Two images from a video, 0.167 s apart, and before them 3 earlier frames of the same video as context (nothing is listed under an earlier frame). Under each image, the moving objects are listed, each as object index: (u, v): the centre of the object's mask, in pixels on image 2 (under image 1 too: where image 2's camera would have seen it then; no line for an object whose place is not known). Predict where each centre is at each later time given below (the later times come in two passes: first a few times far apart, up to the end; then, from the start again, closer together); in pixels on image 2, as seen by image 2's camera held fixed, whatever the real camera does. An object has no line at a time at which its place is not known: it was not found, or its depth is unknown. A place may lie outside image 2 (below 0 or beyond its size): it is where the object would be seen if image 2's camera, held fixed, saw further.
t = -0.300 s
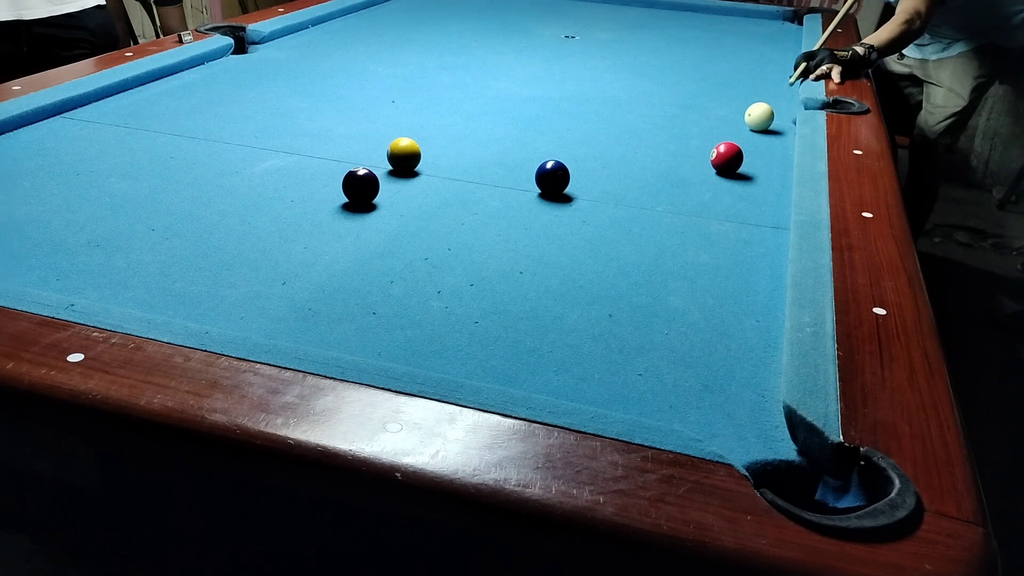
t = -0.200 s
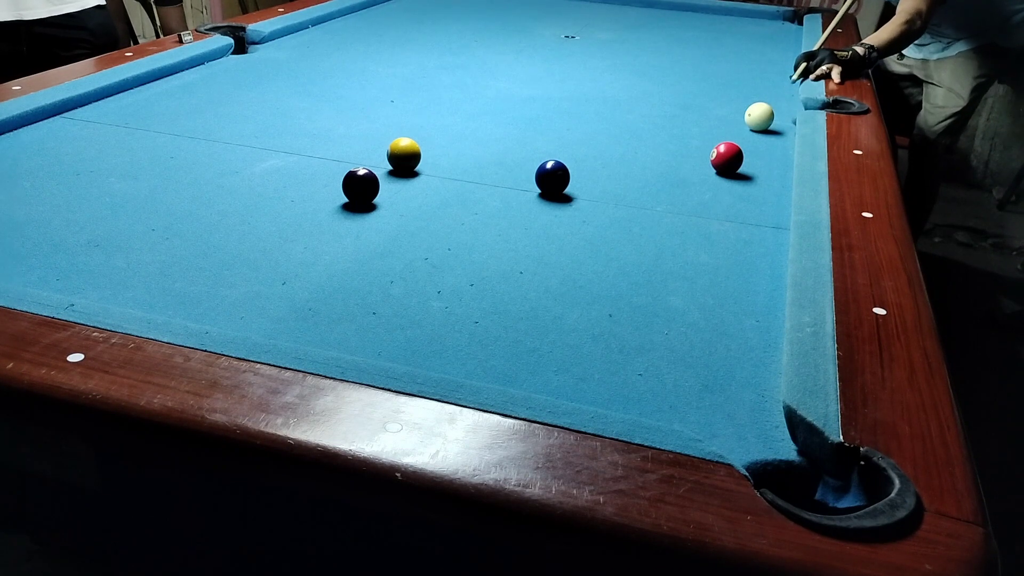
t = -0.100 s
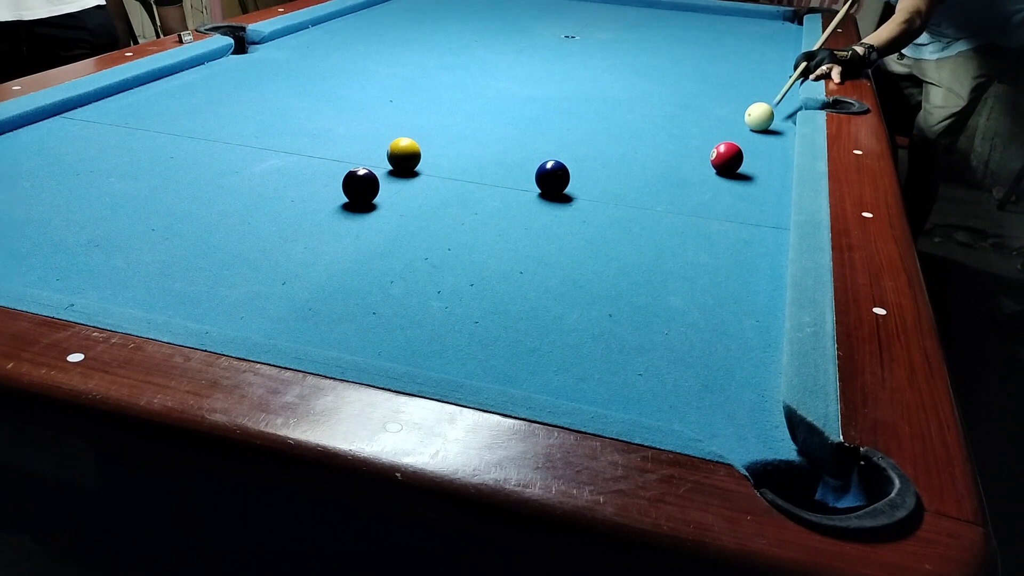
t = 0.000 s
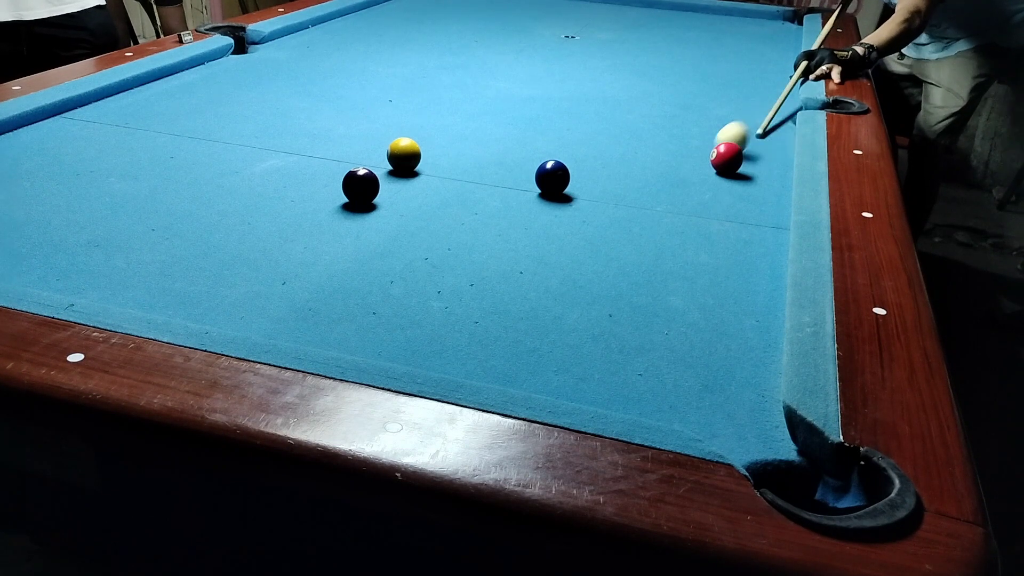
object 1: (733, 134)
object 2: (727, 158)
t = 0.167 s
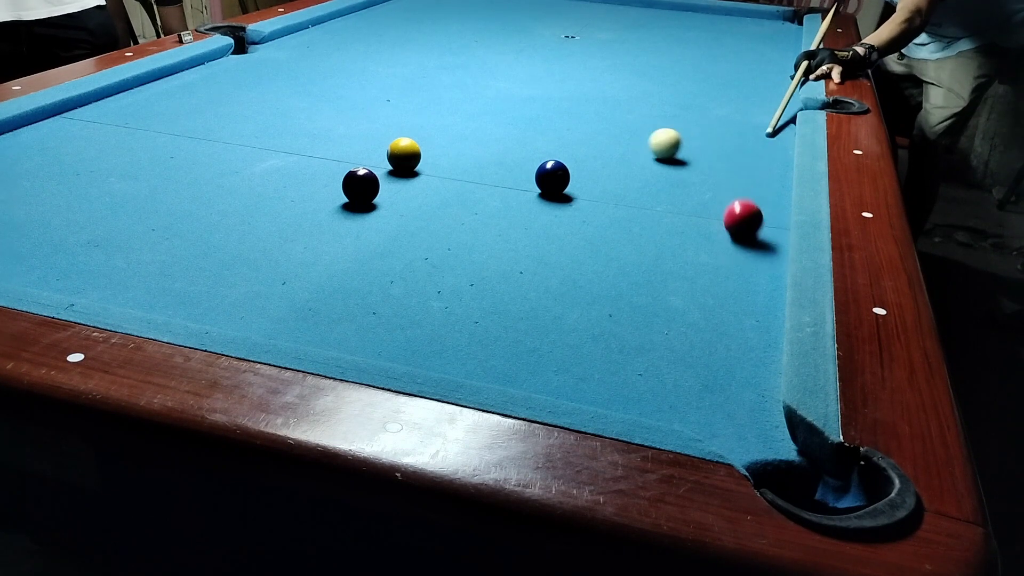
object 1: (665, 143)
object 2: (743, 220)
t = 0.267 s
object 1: (635, 140)
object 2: (755, 269)
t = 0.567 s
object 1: (554, 132)
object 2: (739, 434)
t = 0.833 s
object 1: (490, 125)
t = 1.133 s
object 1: (426, 119)
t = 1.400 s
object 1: (375, 114)
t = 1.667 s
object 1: (332, 109)
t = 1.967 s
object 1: (291, 105)
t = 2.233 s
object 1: (259, 102)
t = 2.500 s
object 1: (233, 99)
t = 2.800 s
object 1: (210, 97)
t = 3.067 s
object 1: (195, 96)
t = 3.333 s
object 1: (187, 95)
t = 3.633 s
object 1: (185, 95)
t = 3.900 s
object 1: (186, 95)
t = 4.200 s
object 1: (186, 95)
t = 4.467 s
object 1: (186, 95)
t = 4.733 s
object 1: (186, 95)
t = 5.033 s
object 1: (186, 95)
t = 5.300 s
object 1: (186, 95)
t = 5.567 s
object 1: (186, 95)
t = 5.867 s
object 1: (186, 95)
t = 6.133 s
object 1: (186, 95)
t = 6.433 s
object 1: (186, 95)
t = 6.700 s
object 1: (186, 95)
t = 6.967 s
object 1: (186, 95)
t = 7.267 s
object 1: (186, 95)
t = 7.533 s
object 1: (186, 95)
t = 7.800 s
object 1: (186, 95)
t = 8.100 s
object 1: (186, 95)
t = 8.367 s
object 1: (186, 95)
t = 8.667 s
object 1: (186, 95)
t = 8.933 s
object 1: (186, 95)
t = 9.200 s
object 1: (186, 95)
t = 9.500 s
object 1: (186, 95)
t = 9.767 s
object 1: (186, 95)
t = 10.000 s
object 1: (186, 95)
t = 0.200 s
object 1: (655, 142)
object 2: (747, 236)
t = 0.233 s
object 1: (645, 141)
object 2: (751, 250)
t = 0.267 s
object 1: (635, 140)
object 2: (755, 269)
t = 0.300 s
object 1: (626, 139)
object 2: (760, 287)
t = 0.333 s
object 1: (616, 138)
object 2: (761, 306)
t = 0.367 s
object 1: (607, 137)
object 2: (755, 323)
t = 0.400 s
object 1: (598, 136)
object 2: (749, 341)
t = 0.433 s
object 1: (589, 135)
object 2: (742, 362)
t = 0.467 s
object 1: (580, 134)
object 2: (734, 384)
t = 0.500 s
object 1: (571, 133)
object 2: (726, 407)
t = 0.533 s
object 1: (563, 133)
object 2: (720, 426)
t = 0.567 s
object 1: (554, 132)
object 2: (739, 434)
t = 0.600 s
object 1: (546, 131)
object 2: (768, 434)
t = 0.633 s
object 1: (537, 130)
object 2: (779, 439)
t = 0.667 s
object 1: (529, 129)
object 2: (767, 448)
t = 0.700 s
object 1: (521, 128)
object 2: (765, 456)
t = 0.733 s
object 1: (513, 128)
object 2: (762, 461)
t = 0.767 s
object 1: (505, 127)
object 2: (770, 480)
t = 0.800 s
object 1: (497, 126)
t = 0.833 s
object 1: (490, 125)
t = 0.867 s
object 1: (482, 125)
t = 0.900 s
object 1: (475, 124)
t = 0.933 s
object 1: (467, 123)
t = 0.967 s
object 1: (460, 122)
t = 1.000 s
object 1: (453, 121)
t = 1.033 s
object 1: (446, 121)
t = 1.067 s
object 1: (439, 120)
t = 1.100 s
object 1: (432, 119)
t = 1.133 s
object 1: (426, 119)
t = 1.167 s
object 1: (419, 118)
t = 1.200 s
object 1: (413, 117)
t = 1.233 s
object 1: (406, 117)
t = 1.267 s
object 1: (400, 116)
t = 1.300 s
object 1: (394, 115)
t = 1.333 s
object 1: (387, 115)
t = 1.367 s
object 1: (381, 114)
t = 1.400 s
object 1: (375, 114)
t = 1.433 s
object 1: (370, 113)
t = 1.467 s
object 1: (364, 112)
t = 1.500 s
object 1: (358, 112)
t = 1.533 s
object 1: (353, 112)
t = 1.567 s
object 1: (347, 111)
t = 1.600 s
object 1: (342, 110)
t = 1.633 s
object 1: (337, 110)
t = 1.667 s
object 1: (332, 109)
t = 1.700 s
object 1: (327, 109)
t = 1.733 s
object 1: (322, 108)
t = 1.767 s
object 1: (317, 108)
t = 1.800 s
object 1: (313, 107)
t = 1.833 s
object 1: (308, 107)
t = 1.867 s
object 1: (304, 106)
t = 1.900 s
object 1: (299, 106)
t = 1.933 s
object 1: (295, 105)
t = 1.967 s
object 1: (291, 105)
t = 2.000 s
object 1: (287, 104)
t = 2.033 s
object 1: (282, 104)
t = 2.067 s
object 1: (278, 103)
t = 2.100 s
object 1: (274, 103)
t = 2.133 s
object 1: (270, 102)
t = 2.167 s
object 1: (266, 102)
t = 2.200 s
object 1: (263, 102)
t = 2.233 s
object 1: (259, 102)
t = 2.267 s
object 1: (255, 101)
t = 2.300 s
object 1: (252, 101)
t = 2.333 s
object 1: (249, 101)
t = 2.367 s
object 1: (245, 101)
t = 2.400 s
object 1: (242, 100)
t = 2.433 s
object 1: (239, 100)
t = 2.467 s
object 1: (236, 99)
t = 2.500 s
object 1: (233, 99)
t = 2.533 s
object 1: (231, 99)
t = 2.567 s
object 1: (228, 98)
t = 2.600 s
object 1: (225, 98)
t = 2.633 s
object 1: (222, 98)
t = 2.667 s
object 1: (220, 98)
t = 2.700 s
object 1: (217, 98)
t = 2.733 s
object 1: (215, 97)
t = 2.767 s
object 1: (213, 97)
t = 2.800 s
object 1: (210, 97)
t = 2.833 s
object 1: (208, 97)
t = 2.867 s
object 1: (206, 97)
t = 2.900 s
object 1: (204, 96)
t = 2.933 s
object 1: (202, 96)
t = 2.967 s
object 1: (200, 96)
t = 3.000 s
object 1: (198, 96)
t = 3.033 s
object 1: (197, 96)
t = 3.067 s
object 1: (195, 96)
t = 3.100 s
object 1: (193, 95)
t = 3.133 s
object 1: (193, 95)
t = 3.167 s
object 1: (192, 95)
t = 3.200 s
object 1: (191, 95)
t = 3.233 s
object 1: (190, 95)
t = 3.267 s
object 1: (189, 95)
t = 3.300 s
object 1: (188, 95)
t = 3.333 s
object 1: (187, 95)
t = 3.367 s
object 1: (187, 95)
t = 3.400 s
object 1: (186, 95)
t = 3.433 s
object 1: (186, 95)
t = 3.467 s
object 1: (186, 95)
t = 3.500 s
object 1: (186, 95)
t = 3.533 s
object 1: (185, 95)
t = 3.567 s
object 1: (185, 95)
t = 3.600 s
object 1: (185, 95)
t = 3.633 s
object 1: (185, 95)
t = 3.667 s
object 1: (186, 94)
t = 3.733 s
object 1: (186, 95)
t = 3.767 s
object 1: (186, 95)
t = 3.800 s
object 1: (186, 95)
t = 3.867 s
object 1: (186, 95)
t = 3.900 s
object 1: (186, 95)
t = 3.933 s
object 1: (186, 95)
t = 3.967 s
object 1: (186, 95)
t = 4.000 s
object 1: (186, 94)
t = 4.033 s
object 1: (186, 94)
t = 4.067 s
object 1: (186, 95)
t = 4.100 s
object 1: (186, 94)
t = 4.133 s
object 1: (186, 95)
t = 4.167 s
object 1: (186, 95)
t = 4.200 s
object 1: (186, 95)
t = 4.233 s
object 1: (186, 95)
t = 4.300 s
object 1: (186, 95)
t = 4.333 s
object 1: (186, 95)
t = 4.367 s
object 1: (186, 95)
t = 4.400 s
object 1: (186, 95)
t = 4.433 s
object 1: (186, 95)
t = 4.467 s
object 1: (186, 95)
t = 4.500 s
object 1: (186, 95)
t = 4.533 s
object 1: (186, 95)
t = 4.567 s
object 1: (186, 95)
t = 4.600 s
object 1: (186, 95)
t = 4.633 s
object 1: (186, 95)
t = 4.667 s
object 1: (186, 94)
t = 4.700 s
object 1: (186, 95)
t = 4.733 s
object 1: (186, 95)
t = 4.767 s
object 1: (186, 95)
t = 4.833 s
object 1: (186, 95)
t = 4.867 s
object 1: (186, 95)
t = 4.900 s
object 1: (186, 95)
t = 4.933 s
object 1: (186, 95)
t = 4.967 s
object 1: (186, 95)
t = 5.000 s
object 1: (186, 95)
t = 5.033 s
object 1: (186, 95)
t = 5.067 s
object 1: (186, 95)
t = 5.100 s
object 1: (186, 95)
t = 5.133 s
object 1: (186, 95)
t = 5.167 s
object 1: (186, 95)
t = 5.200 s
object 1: (186, 95)
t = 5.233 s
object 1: (186, 95)
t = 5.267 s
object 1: (186, 95)
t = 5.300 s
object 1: (186, 95)
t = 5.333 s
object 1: (186, 95)
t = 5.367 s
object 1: (186, 95)
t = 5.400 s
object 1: (186, 95)
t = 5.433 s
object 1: (186, 95)
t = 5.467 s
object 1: (186, 95)
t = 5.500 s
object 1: (186, 95)
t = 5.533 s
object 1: (186, 95)
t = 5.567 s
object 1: (186, 95)
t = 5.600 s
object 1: (186, 95)
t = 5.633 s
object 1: (186, 95)
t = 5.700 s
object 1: (186, 95)
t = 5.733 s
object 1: (186, 95)
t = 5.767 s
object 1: (186, 95)
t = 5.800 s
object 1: (186, 95)
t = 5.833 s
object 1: (186, 95)
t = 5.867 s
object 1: (186, 95)
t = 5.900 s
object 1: (186, 95)
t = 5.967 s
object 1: (186, 95)
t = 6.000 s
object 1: (186, 94)
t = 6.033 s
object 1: (186, 95)
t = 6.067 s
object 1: (186, 95)
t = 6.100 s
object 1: (186, 95)
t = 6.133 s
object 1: (186, 95)
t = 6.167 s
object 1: (186, 95)
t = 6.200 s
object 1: (186, 95)
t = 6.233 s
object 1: (186, 95)
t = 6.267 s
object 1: (186, 95)
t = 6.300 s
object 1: (186, 95)
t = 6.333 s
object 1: (186, 95)
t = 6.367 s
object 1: (186, 95)
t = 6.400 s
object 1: (186, 95)
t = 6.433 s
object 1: (186, 95)
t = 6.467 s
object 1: (186, 95)
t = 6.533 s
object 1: (186, 95)
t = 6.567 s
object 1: (186, 95)
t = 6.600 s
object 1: (186, 95)
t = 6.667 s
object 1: (186, 95)
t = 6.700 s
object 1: (186, 95)
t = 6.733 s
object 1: (186, 95)
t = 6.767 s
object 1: (186, 95)
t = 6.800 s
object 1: (186, 95)
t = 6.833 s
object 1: (186, 95)
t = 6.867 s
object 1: (186, 95)
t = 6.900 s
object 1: (186, 95)
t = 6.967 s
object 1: (186, 95)
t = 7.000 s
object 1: (186, 95)
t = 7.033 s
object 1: (186, 95)
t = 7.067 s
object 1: (186, 95)
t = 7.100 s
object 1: (186, 95)
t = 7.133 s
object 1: (186, 95)
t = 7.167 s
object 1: (186, 95)
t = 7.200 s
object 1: (186, 95)
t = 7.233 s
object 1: (186, 95)
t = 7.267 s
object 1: (186, 95)
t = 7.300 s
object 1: (186, 95)
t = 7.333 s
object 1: (186, 95)
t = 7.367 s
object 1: (186, 95)
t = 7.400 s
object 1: (186, 95)
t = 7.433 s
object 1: (186, 95)
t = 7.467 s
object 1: (186, 95)
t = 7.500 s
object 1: (186, 95)
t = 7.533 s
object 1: (186, 95)
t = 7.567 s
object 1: (186, 95)
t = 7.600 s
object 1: (186, 95)
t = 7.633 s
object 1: (186, 95)
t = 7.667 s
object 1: (186, 95)
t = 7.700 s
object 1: (186, 95)
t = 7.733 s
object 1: (186, 95)
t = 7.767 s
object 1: (186, 95)
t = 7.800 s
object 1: (186, 95)
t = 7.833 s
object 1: (186, 95)
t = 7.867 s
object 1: (186, 95)
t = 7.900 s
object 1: (186, 95)
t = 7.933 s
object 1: (186, 95)
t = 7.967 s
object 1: (186, 94)
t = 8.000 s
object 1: (186, 95)
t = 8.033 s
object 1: (186, 94)
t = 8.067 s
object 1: (186, 94)
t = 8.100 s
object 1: (186, 95)
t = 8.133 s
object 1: (186, 95)
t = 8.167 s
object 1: (186, 95)
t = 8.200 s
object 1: (186, 95)
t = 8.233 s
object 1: (186, 95)
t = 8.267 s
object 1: (186, 95)
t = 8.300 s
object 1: (186, 95)
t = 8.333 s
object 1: (186, 95)
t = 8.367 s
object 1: (186, 95)
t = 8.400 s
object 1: (186, 95)
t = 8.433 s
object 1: (186, 95)
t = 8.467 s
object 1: (186, 95)
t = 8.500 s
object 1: (186, 95)
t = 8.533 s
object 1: (186, 95)
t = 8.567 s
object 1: (186, 95)
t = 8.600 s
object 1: (186, 95)
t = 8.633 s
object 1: (186, 95)
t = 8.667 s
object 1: (186, 95)
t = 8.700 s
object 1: (186, 95)
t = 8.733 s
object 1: (186, 95)
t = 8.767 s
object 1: (186, 95)
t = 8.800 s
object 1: (186, 95)
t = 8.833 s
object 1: (186, 95)
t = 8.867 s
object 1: (186, 95)
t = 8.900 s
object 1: (186, 95)
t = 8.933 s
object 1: (186, 95)
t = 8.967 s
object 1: (186, 95)
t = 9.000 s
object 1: (186, 95)
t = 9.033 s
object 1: (186, 95)
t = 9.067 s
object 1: (186, 95)
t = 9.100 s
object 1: (186, 95)
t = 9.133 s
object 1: (186, 95)
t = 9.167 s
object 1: (186, 95)
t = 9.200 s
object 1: (186, 95)
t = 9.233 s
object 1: (186, 95)
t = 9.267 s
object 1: (186, 95)
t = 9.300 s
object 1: (186, 95)
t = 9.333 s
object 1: (186, 95)
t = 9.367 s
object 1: (186, 95)
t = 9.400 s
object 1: (186, 95)
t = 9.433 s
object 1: (186, 95)
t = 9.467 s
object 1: (186, 95)
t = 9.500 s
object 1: (186, 95)
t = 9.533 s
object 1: (186, 95)
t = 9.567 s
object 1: (186, 95)
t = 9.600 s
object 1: (186, 95)
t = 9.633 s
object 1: (186, 95)
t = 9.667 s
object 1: (186, 95)
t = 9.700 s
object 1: (186, 95)
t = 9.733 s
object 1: (186, 95)
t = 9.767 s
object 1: (186, 95)
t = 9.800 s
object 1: (186, 95)
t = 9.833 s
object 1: (186, 95)
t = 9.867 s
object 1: (186, 94)
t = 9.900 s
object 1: (186, 95)
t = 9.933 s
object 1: (186, 95)
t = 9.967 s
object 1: (186, 95)
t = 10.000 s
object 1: (186, 95)
